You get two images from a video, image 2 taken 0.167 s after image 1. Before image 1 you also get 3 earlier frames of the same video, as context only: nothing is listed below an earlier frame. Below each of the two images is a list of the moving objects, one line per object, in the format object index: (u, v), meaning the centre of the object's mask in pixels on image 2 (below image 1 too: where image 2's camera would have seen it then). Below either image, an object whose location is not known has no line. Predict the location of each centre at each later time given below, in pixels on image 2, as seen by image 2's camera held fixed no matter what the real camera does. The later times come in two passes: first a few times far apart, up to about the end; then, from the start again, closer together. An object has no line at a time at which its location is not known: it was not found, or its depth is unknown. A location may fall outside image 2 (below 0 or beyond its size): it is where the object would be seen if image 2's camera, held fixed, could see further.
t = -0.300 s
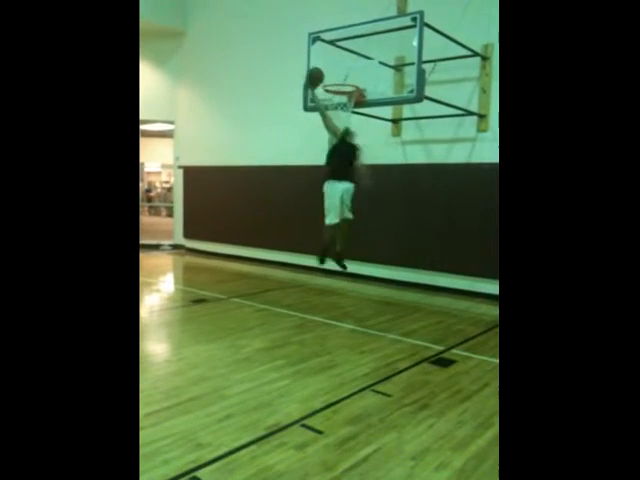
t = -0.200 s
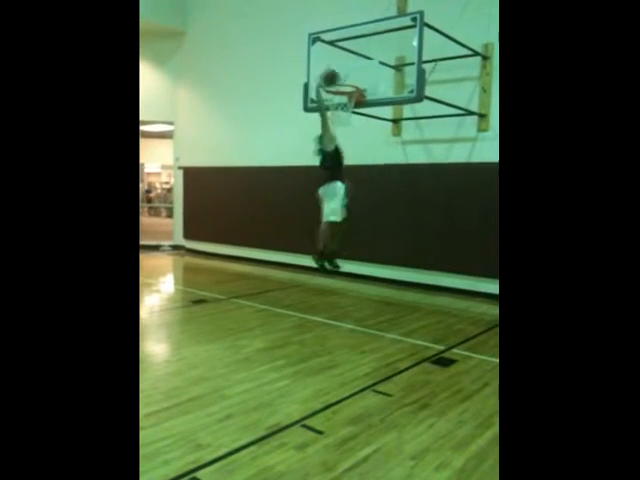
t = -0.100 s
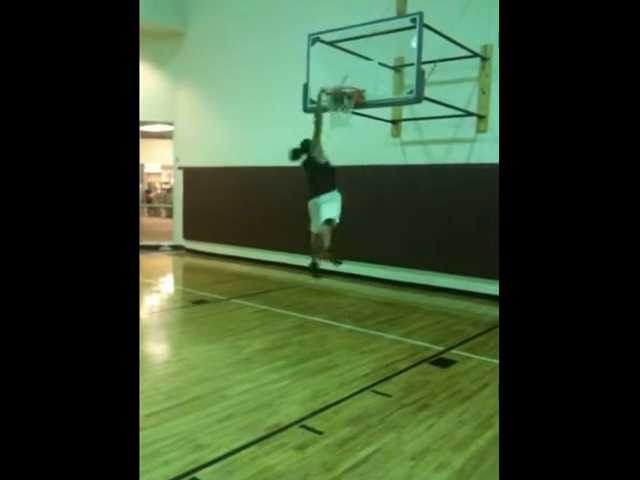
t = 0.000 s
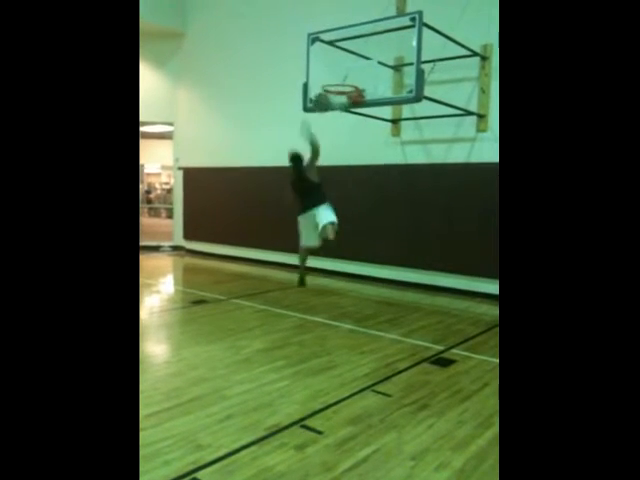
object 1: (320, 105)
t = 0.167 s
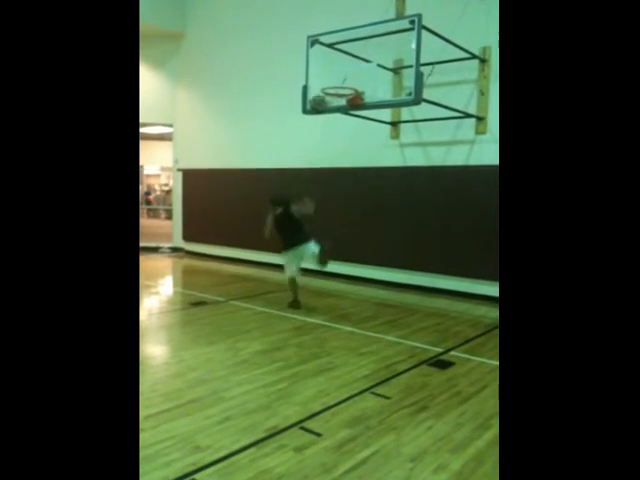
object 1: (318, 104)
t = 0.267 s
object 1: (322, 112)
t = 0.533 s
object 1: (331, 165)
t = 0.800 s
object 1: (338, 281)
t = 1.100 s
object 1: (353, 240)
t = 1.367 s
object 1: (365, 208)
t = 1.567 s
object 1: (374, 215)
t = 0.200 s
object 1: (319, 105)
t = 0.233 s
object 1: (320, 109)
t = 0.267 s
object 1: (322, 112)
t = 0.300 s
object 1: (324, 117)
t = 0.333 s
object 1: (324, 124)
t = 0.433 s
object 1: (328, 144)
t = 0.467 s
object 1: (329, 152)
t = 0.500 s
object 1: (330, 161)
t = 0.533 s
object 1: (331, 165)
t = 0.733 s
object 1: (338, 245)
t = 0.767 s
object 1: (338, 266)
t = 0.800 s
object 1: (338, 281)
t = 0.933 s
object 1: (344, 291)
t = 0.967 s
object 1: (346, 277)
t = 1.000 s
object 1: (348, 268)
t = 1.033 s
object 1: (349, 258)
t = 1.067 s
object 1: (351, 248)
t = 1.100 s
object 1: (353, 240)
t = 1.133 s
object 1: (353, 236)
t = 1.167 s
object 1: (357, 226)
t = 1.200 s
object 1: (357, 221)
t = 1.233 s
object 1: (358, 217)
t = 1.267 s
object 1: (361, 213)
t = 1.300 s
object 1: (362, 211)
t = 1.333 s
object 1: (363, 209)
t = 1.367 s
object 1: (365, 208)
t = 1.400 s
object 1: (365, 207)
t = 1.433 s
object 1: (368, 207)
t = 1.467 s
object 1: (369, 208)
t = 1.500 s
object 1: (371, 210)
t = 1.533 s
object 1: (372, 212)
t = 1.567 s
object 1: (374, 215)
